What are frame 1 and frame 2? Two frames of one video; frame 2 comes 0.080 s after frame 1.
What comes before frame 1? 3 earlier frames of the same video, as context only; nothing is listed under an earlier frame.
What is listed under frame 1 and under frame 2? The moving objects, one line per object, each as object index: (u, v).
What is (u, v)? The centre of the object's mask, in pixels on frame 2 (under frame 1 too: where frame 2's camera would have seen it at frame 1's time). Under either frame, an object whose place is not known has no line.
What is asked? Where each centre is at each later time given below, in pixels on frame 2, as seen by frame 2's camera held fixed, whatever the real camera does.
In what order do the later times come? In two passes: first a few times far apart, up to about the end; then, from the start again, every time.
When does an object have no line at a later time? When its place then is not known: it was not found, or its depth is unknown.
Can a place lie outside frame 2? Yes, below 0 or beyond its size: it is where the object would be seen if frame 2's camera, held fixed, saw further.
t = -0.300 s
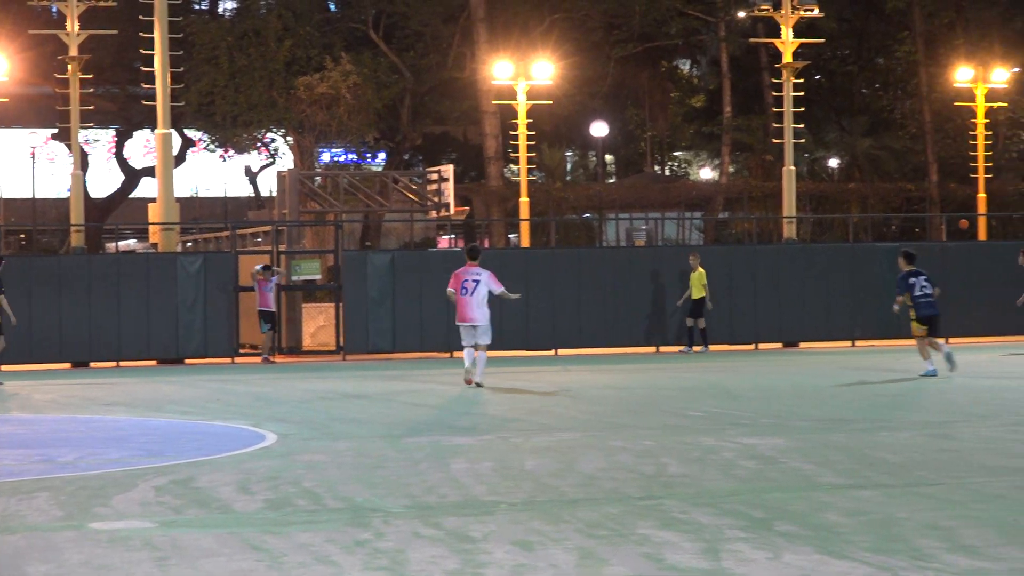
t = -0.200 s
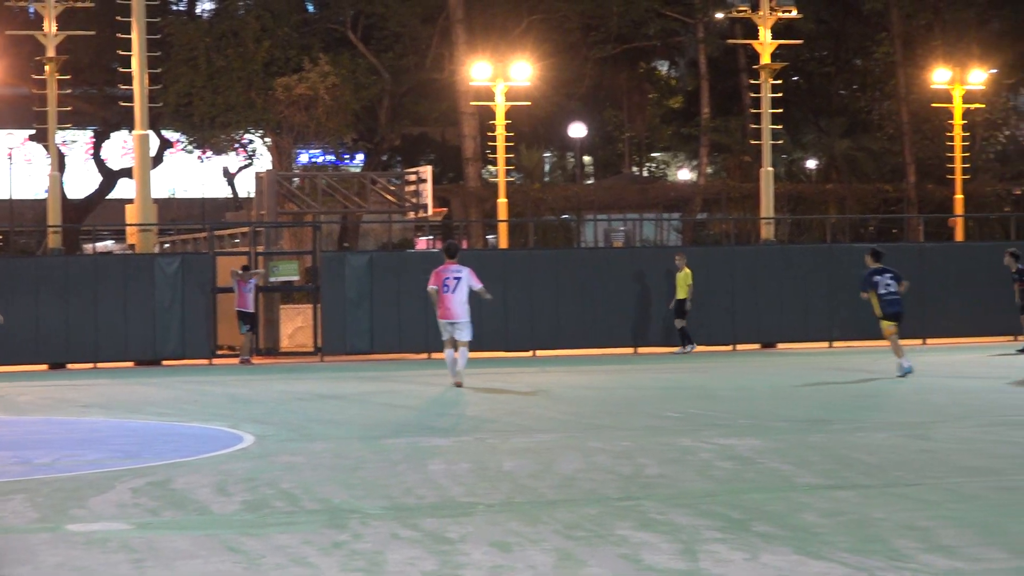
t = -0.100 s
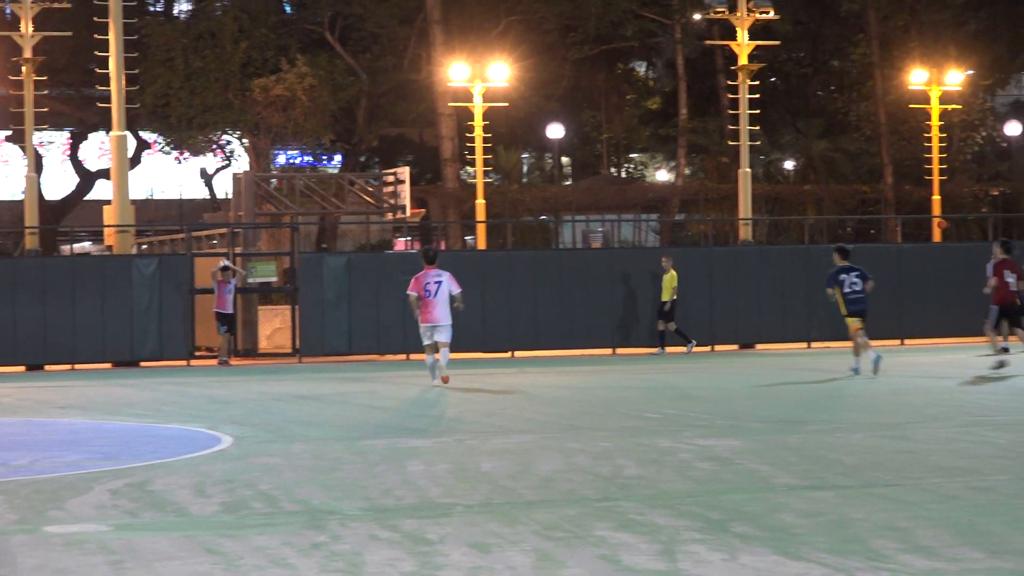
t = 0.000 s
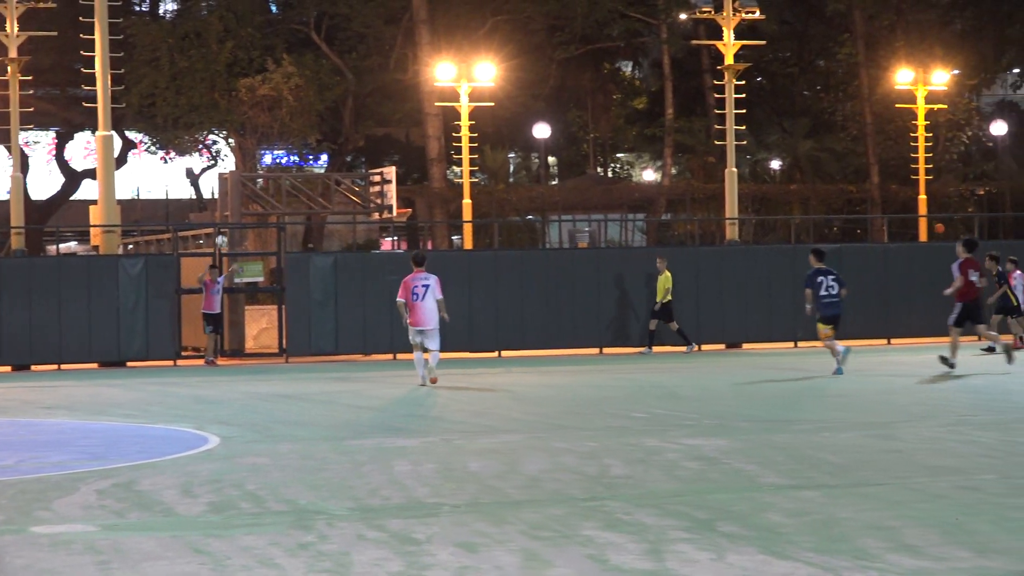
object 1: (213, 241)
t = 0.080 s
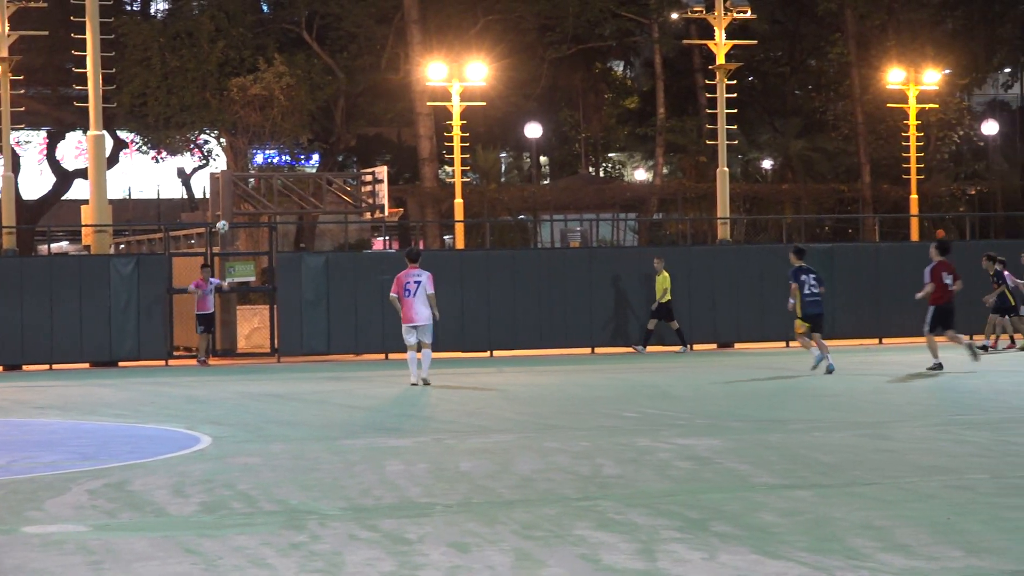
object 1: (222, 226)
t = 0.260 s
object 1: (245, 207)
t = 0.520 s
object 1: (280, 212)
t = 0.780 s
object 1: (320, 264)
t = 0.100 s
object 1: (225, 223)
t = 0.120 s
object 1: (227, 220)
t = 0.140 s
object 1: (229, 218)
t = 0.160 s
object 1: (232, 215)
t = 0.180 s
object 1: (235, 213)
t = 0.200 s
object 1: (237, 211)
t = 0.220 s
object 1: (240, 210)
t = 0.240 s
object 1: (242, 208)
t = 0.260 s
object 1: (245, 207)
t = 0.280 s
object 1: (248, 206)
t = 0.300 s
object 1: (250, 205)
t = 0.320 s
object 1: (253, 204)
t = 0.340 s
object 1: (256, 204)
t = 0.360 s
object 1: (258, 204)
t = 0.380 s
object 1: (261, 204)
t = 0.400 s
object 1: (264, 205)
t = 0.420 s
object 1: (267, 205)
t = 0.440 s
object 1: (269, 206)
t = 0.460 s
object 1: (272, 207)
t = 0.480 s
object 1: (275, 209)
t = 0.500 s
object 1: (277, 210)
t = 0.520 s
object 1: (280, 212)
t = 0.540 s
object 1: (283, 214)
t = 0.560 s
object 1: (286, 217)
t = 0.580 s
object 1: (289, 219)
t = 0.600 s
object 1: (292, 223)
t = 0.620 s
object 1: (295, 226)
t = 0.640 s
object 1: (298, 230)
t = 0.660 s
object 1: (301, 234)
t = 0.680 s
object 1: (304, 238)
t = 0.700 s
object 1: (307, 243)
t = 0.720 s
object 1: (310, 247)
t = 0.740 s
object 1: (314, 253)
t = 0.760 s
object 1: (317, 258)
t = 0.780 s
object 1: (320, 264)
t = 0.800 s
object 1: (323, 271)
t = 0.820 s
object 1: (327, 277)
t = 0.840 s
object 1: (330, 284)
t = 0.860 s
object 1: (334, 291)
